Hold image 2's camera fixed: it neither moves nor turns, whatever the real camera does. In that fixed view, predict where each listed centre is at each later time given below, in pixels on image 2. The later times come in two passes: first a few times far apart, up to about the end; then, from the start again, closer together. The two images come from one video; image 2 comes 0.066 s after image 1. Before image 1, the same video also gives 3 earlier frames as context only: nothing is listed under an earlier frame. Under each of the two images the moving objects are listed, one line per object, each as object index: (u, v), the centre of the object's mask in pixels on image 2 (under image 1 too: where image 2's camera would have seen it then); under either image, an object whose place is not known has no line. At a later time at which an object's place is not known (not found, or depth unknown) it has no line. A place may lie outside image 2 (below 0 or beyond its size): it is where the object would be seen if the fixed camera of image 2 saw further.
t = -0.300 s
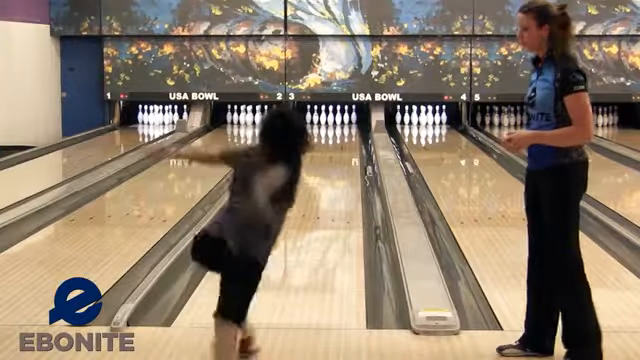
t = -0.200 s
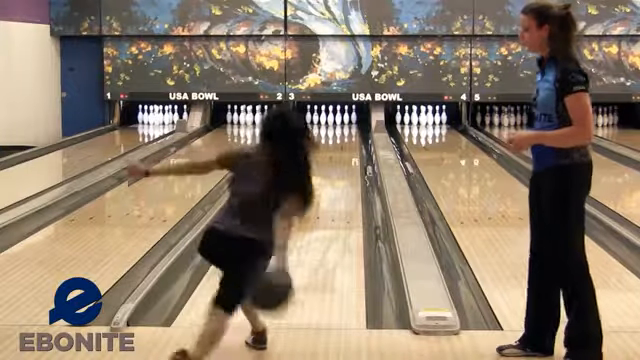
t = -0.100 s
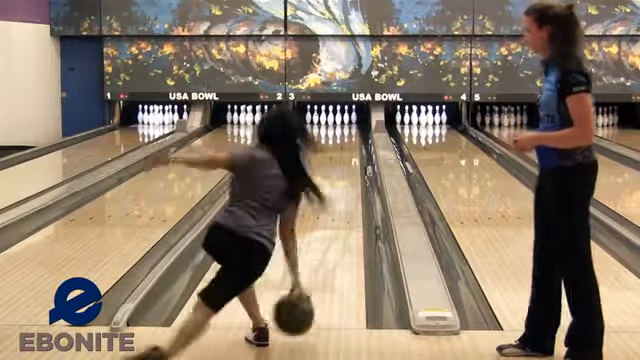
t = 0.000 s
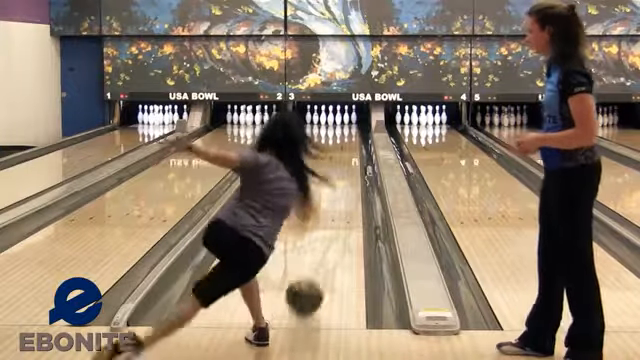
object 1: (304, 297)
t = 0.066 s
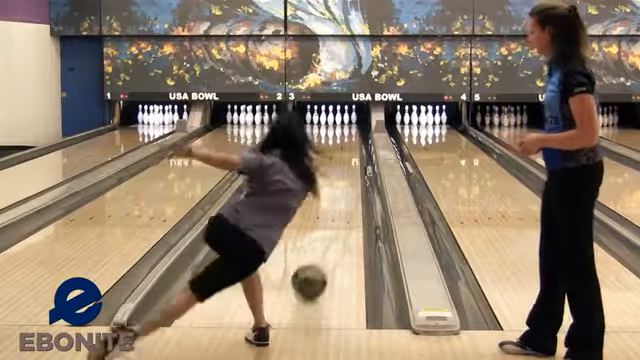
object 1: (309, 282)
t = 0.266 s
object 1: (321, 244)
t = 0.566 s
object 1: (332, 206)
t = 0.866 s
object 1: (339, 180)
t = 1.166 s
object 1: (344, 162)
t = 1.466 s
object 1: (347, 149)
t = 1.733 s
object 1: (347, 139)
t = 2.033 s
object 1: (346, 132)
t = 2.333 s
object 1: (342, 125)
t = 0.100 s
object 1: (311, 275)
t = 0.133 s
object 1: (313, 268)
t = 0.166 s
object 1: (315, 261)
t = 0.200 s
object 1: (317, 255)
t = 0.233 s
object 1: (319, 249)
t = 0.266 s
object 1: (321, 244)
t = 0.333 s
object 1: (324, 234)
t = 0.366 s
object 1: (325, 229)
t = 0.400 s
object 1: (326, 225)
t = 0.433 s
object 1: (328, 220)
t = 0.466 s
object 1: (329, 216)
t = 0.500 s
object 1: (330, 212)
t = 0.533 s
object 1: (331, 210)
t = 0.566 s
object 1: (332, 206)
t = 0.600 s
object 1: (333, 202)
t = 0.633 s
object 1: (334, 198)
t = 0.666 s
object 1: (335, 196)
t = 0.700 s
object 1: (335, 193)
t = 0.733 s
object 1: (336, 190)
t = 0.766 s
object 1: (337, 187)
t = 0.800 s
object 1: (338, 185)
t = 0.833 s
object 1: (338, 182)
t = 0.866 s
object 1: (339, 180)
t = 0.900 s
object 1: (340, 178)
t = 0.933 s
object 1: (340, 176)
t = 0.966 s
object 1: (340, 174)
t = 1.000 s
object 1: (341, 171)
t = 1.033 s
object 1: (342, 169)
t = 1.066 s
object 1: (342, 168)
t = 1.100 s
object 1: (343, 166)
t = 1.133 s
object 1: (344, 164)
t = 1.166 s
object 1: (344, 162)
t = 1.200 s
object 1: (344, 161)
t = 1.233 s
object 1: (344, 159)
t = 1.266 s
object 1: (345, 158)
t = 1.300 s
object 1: (345, 157)
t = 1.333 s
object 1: (345, 155)
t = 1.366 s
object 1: (345, 153)
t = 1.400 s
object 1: (346, 151)
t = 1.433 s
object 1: (346, 150)
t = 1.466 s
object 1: (347, 149)
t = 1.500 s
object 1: (347, 148)
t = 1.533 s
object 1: (347, 147)
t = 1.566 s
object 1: (347, 145)
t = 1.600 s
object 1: (347, 144)
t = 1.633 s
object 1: (347, 142)
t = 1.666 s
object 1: (347, 141)
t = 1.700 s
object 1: (347, 141)
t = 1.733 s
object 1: (347, 139)
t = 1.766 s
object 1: (347, 139)
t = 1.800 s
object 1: (347, 137)
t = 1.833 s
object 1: (347, 136)
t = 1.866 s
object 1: (347, 136)
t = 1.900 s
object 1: (347, 134)
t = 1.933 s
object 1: (347, 133)
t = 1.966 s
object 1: (346, 132)
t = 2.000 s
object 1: (346, 132)
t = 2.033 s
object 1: (346, 132)
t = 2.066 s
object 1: (346, 131)
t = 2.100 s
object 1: (345, 131)
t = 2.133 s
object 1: (345, 130)
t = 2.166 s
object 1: (344, 130)
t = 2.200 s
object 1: (343, 128)
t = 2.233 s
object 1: (343, 126)
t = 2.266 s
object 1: (343, 126)
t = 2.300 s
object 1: (342, 125)
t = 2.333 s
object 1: (342, 125)
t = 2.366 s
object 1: (340, 124)
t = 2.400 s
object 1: (339, 123)
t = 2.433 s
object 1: (339, 123)
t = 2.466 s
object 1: (338, 122)
